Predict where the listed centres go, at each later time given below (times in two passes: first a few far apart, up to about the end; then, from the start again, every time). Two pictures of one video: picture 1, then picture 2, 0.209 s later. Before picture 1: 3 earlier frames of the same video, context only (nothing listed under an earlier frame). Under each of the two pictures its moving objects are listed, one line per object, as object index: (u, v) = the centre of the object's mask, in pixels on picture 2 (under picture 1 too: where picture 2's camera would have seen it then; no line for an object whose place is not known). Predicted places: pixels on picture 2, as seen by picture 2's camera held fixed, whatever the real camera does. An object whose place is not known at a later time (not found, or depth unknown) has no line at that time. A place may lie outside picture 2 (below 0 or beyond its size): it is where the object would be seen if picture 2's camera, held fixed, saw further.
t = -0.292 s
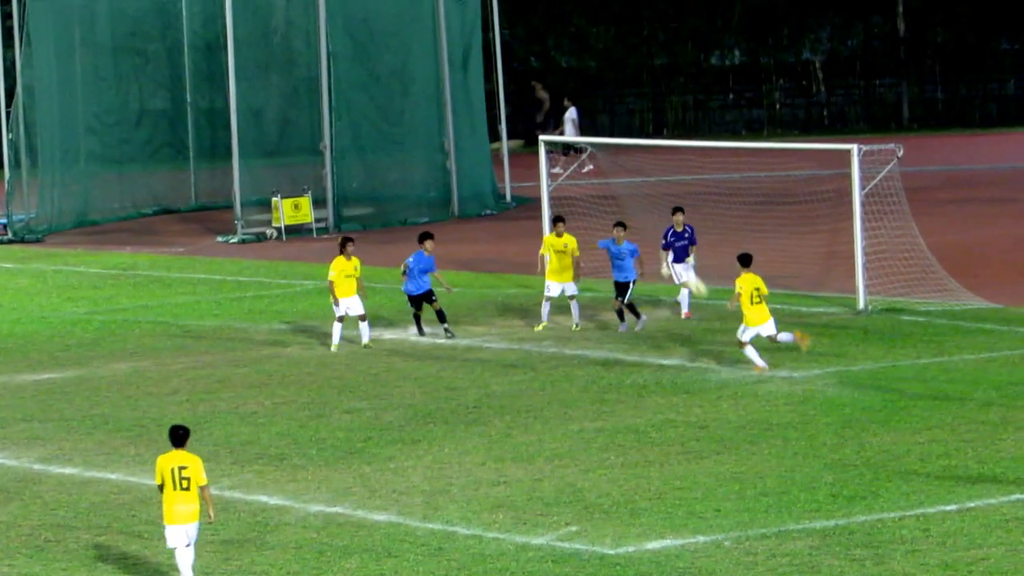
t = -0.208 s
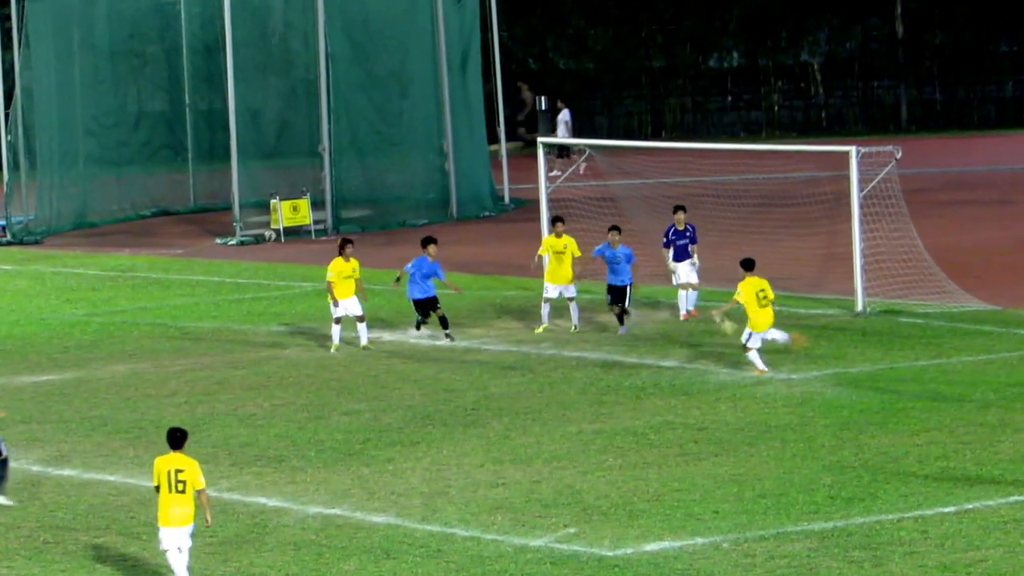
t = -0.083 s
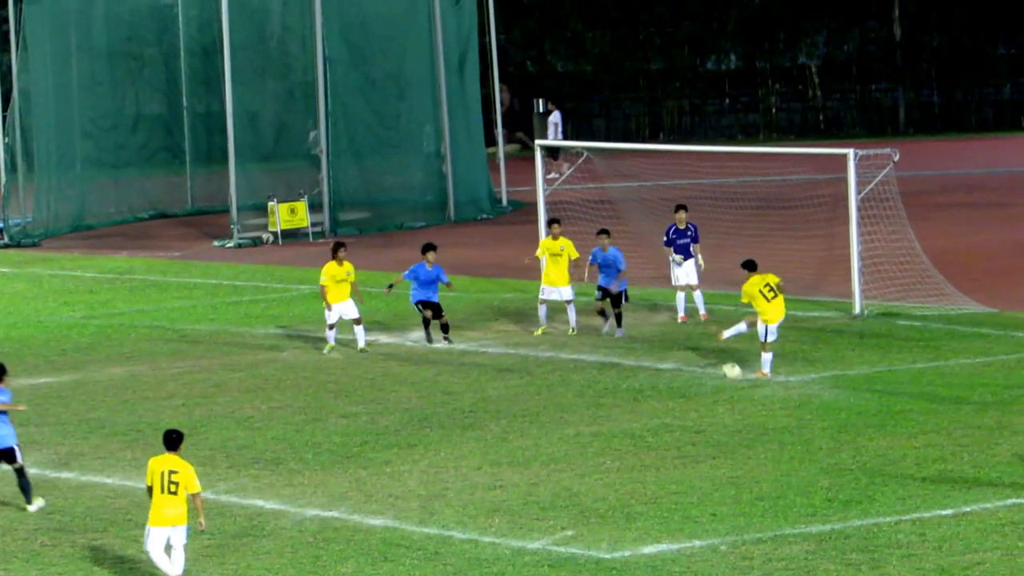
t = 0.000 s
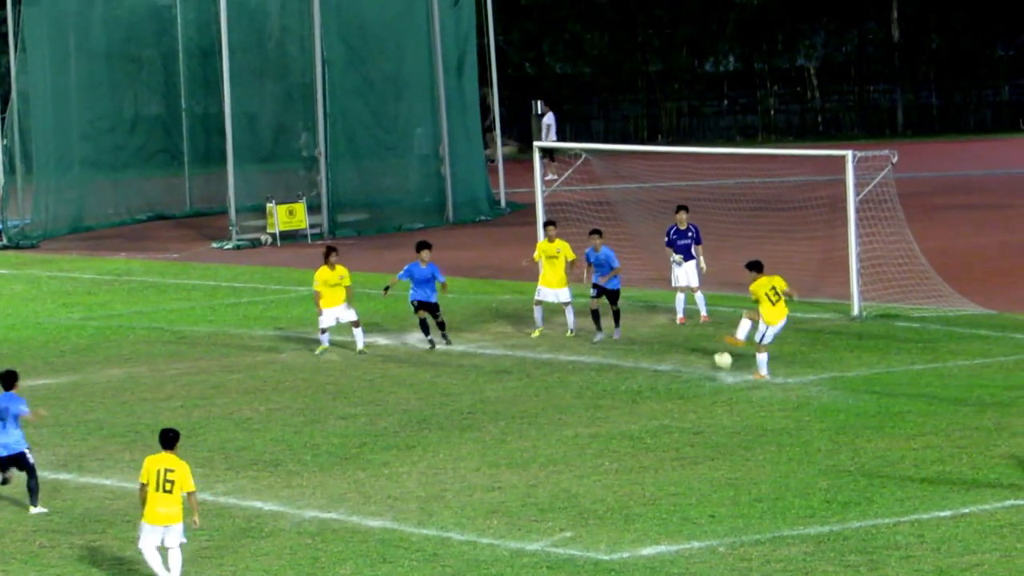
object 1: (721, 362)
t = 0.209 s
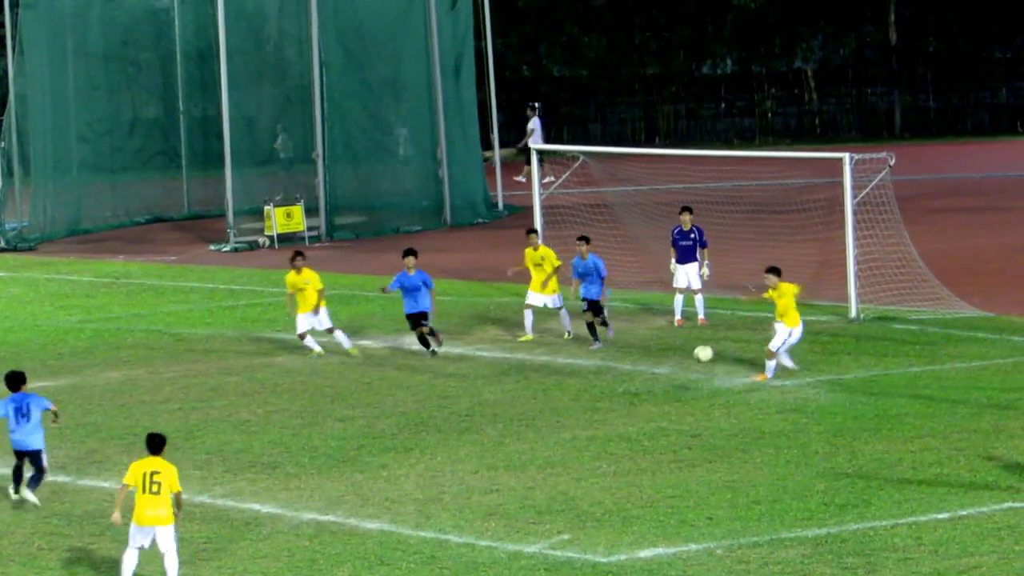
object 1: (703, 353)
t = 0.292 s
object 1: (697, 359)
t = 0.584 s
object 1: (677, 405)
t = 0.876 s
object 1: (656, 397)
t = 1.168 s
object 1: (637, 432)
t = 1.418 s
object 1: (622, 428)
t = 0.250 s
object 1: (700, 355)
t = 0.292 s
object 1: (697, 359)
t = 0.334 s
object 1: (694, 364)
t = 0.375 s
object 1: (692, 371)
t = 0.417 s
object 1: (689, 379)
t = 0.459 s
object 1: (686, 389)
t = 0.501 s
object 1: (683, 401)
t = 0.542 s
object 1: (681, 410)
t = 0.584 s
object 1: (677, 405)
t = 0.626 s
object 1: (674, 399)
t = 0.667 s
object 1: (671, 396)
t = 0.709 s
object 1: (667, 393)
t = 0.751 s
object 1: (664, 392)
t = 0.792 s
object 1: (661, 392)
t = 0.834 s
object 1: (658, 394)
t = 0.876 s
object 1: (656, 397)
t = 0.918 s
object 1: (653, 402)
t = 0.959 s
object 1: (650, 408)
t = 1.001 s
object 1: (648, 415)
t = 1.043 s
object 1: (645, 425)
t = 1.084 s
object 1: (642, 435)
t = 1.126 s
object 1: (640, 437)
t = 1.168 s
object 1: (637, 432)
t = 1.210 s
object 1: (634, 427)
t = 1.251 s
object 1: (632, 424)
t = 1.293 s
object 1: (629, 423)
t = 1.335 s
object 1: (627, 423)
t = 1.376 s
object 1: (625, 424)
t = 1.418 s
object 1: (622, 428)
